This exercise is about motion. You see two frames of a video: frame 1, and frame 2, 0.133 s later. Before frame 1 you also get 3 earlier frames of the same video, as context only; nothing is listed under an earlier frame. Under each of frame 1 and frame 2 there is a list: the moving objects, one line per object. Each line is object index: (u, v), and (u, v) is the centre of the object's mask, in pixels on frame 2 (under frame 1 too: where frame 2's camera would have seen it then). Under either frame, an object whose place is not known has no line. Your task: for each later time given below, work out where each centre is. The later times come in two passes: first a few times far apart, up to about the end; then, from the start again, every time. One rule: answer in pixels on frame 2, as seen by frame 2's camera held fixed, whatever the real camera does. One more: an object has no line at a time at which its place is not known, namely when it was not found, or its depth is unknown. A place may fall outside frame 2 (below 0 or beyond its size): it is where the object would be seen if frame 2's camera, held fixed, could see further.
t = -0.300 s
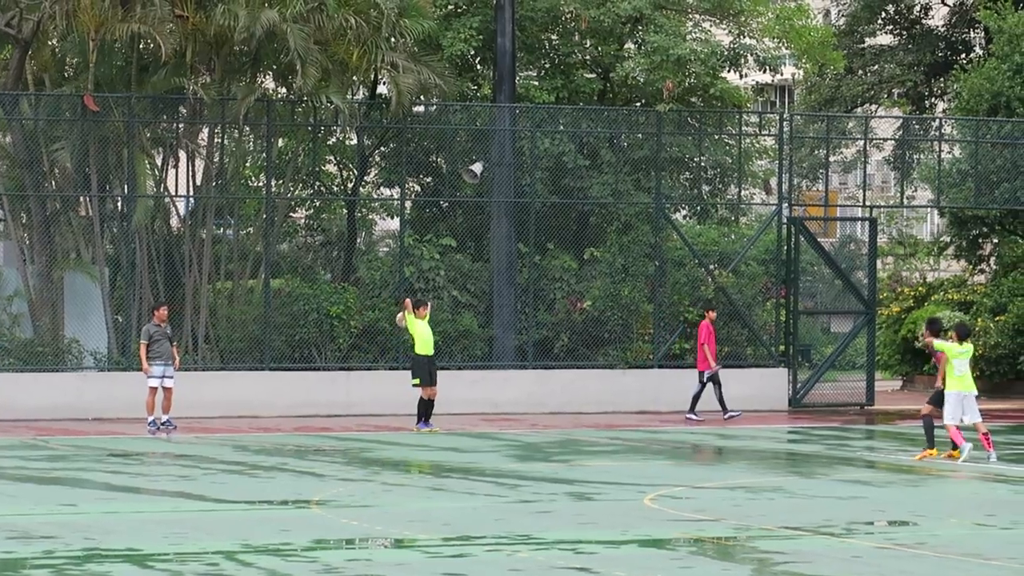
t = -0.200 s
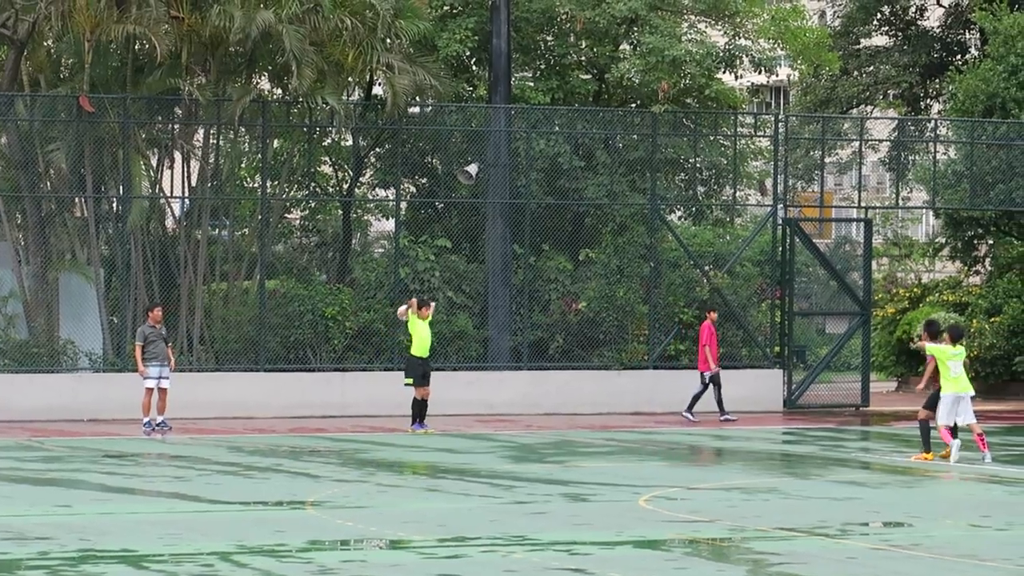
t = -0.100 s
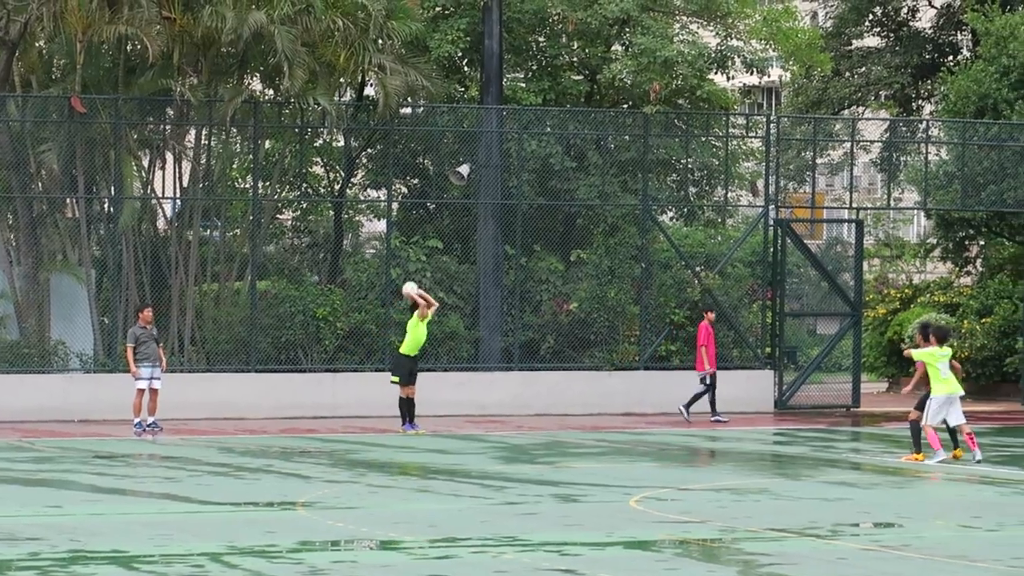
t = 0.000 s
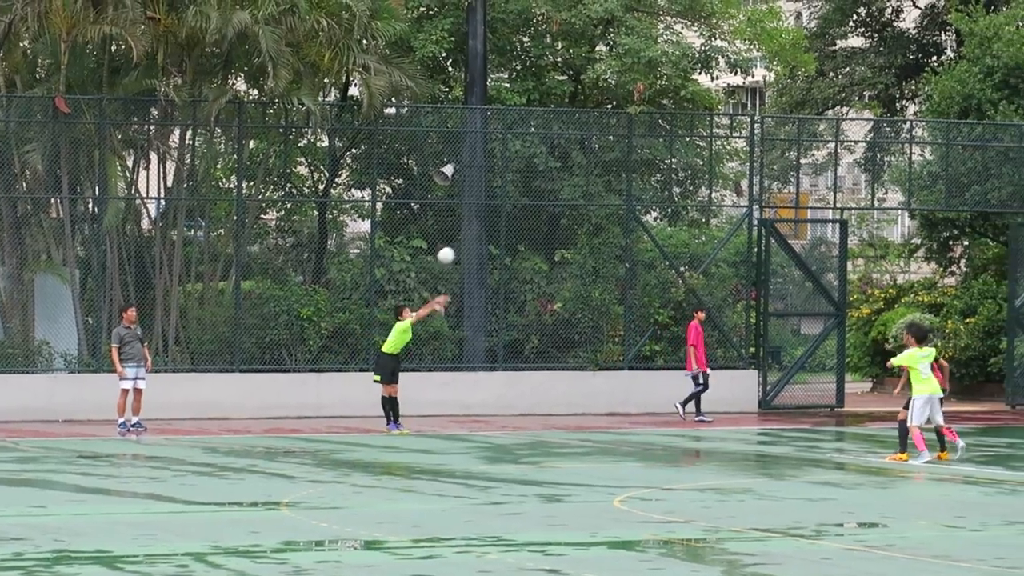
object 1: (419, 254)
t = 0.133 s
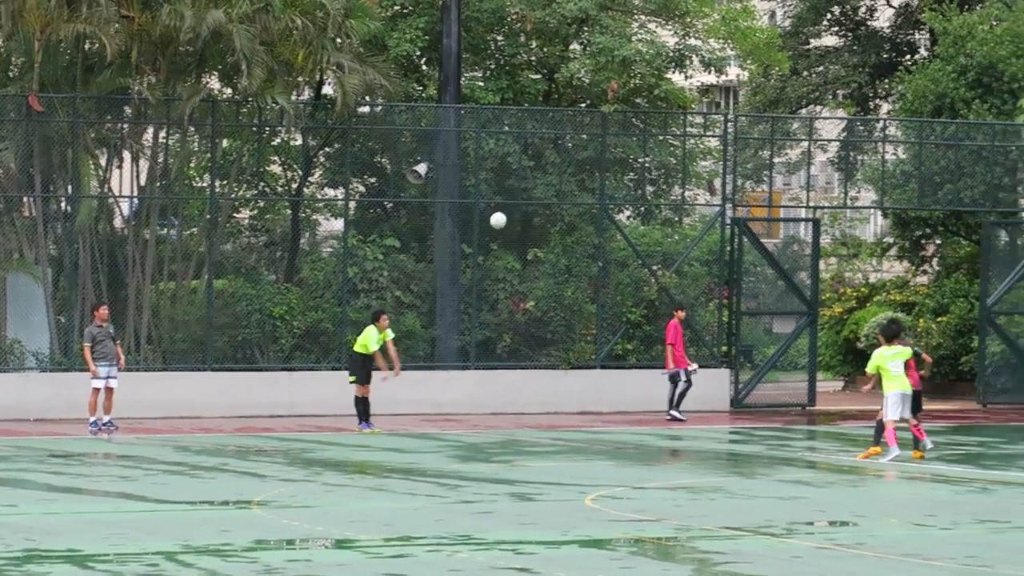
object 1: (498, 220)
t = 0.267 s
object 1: (577, 200)
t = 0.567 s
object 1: (760, 206)
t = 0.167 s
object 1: (518, 214)
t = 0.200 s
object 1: (538, 208)
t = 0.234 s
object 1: (557, 204)
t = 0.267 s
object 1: (577, 200)
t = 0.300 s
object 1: (597, 197)
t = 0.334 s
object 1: (617, 195)
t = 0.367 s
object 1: (637, 194)
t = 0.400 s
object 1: (658, 194)
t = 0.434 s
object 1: (678, 195)
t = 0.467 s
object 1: (698, 195)
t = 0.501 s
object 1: (719, 198)
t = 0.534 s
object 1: (740, 202)
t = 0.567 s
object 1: (760, 206)
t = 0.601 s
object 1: (780, 211)
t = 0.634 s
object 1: (801, 217)
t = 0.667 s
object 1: (822, 224)
